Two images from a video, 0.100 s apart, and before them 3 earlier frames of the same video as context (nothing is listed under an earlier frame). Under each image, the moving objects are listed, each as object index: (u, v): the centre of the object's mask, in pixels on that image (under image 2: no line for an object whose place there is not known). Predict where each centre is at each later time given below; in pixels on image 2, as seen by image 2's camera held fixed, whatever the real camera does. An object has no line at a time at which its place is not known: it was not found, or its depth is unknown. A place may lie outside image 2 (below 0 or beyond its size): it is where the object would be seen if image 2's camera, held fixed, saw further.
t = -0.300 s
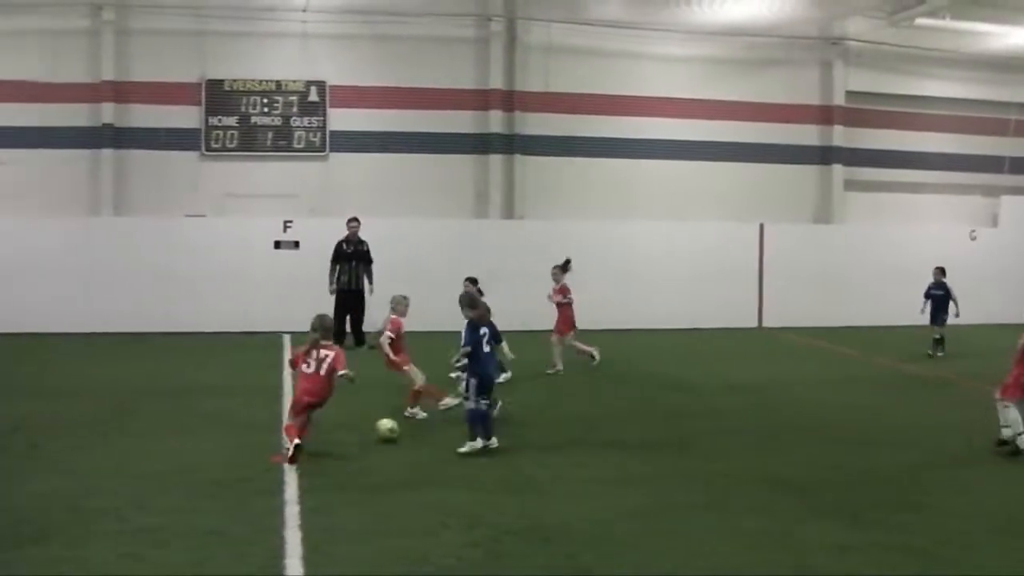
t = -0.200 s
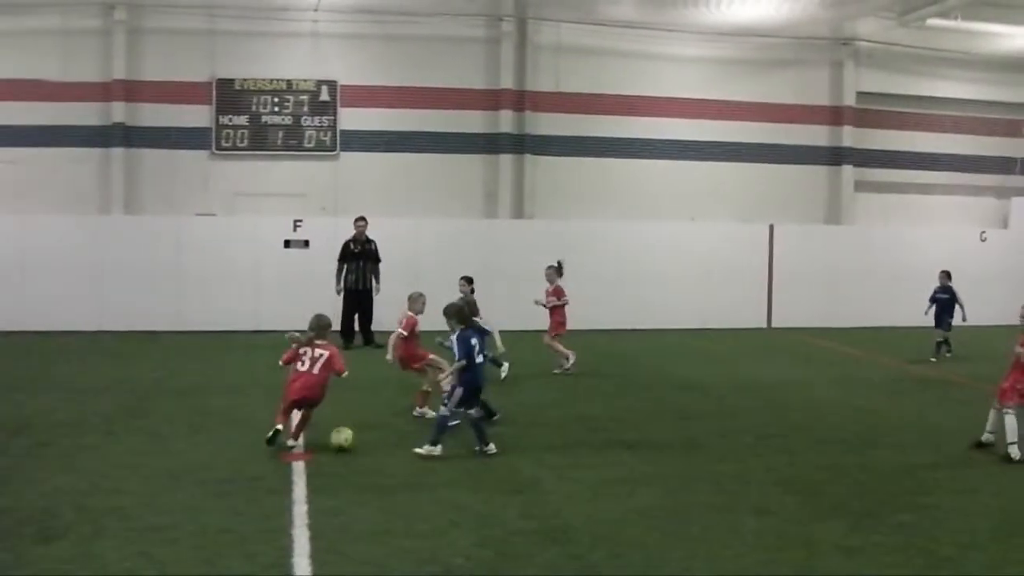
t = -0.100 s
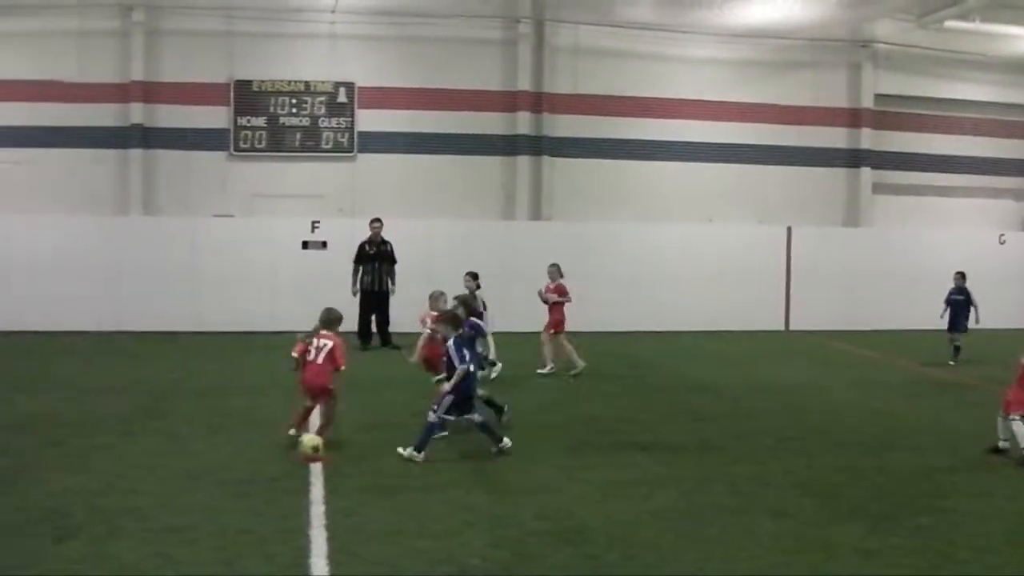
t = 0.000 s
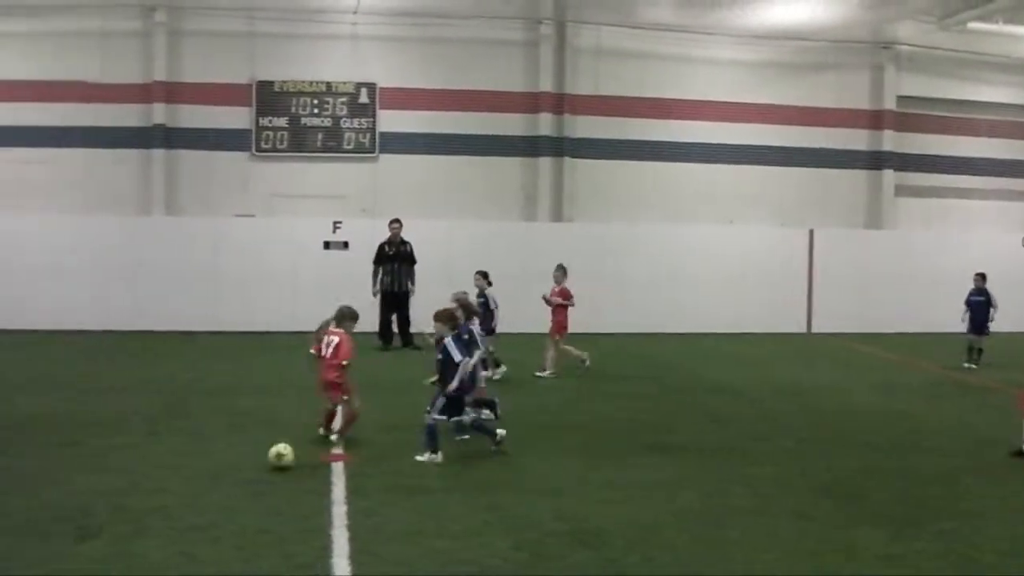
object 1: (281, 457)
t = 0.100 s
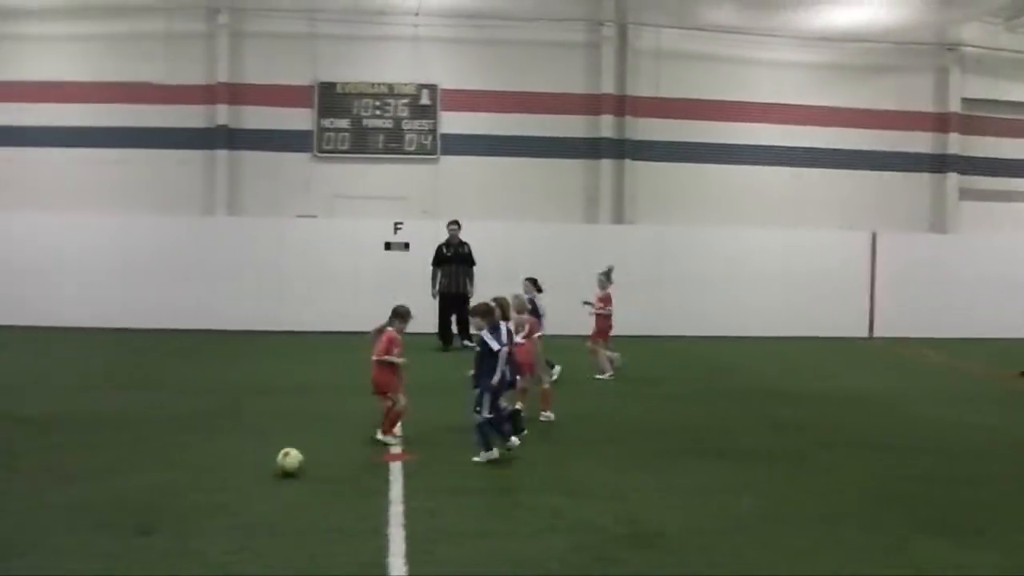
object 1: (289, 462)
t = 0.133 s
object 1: (273, 468)
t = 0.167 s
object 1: (250, 468)
